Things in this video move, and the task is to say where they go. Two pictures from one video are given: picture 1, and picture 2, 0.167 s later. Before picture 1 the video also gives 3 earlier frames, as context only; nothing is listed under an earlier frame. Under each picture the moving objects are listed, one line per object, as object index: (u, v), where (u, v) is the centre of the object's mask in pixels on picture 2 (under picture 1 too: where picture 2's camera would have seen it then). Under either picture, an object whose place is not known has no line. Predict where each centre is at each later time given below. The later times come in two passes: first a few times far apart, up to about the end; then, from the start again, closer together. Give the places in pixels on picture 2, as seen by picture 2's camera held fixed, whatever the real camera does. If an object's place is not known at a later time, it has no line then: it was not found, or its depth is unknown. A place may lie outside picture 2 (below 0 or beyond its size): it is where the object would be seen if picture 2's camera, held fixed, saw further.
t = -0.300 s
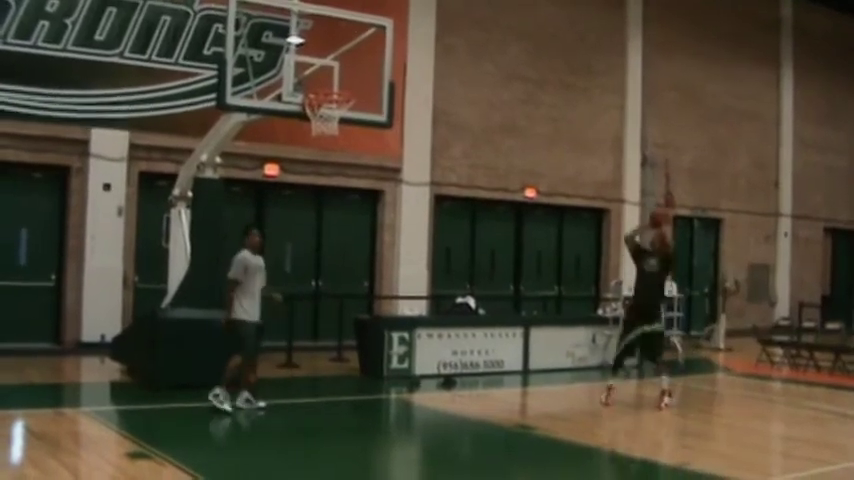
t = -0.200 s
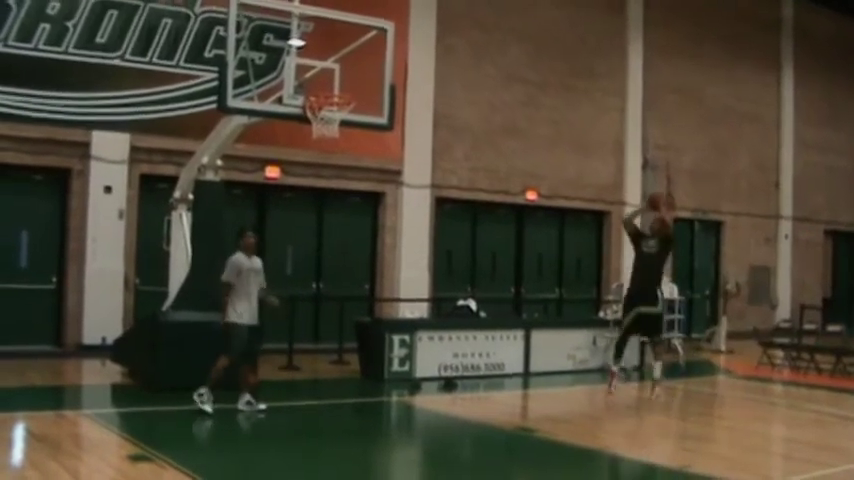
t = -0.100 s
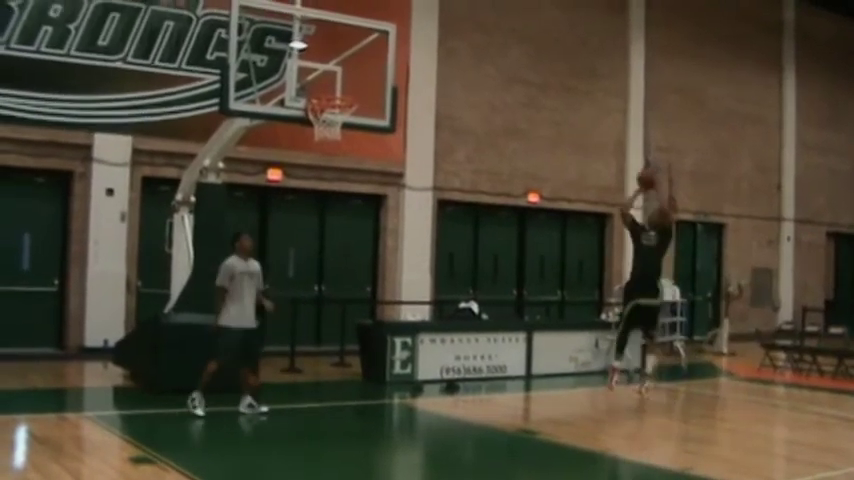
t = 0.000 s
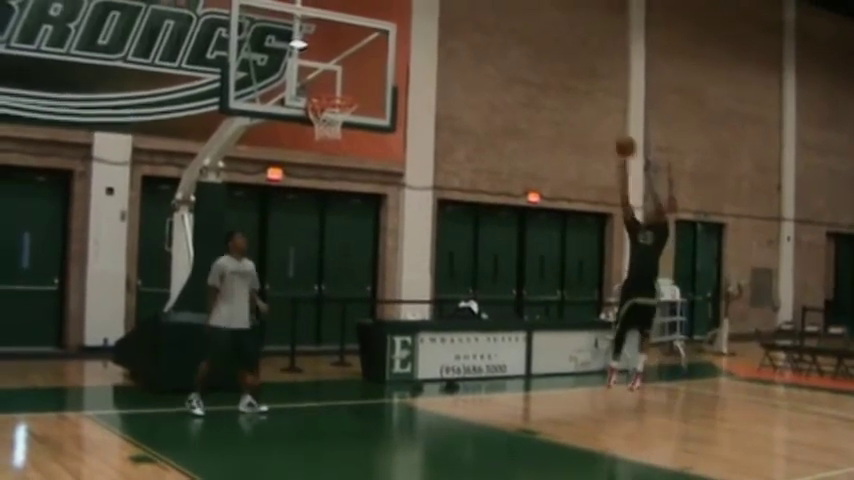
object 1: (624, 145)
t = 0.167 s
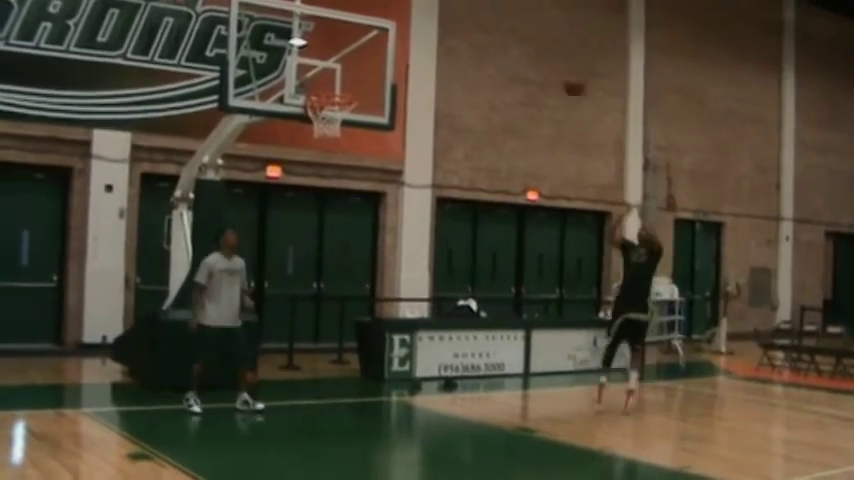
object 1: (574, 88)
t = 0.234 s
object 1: (552, 70)
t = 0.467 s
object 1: (473, 37)
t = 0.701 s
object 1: (384, 58)
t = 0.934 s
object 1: (318, 134)
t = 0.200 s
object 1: (563, 77)
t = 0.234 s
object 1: (552, 70)
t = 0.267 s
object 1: (541, 61)
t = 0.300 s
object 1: (530, 55)
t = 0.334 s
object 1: (520, 50)
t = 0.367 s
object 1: (508, 43)
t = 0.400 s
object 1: (496, 41)
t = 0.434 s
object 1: (486, 38)
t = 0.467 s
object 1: (473, 37)
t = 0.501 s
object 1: (461, 36)
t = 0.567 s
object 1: (436, 39)
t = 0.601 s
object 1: (424, 41)
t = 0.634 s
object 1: (411, 46)
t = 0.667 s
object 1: (398, 52)
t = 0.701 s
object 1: (384, 58)
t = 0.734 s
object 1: (371, 65)
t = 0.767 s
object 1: (357, 74)
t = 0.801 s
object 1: (343, 84)
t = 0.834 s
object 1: (329, 95)
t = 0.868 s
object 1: (317, 108)
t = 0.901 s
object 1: (318, 120)
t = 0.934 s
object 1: (318, 134)
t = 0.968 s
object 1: (317, 145)
